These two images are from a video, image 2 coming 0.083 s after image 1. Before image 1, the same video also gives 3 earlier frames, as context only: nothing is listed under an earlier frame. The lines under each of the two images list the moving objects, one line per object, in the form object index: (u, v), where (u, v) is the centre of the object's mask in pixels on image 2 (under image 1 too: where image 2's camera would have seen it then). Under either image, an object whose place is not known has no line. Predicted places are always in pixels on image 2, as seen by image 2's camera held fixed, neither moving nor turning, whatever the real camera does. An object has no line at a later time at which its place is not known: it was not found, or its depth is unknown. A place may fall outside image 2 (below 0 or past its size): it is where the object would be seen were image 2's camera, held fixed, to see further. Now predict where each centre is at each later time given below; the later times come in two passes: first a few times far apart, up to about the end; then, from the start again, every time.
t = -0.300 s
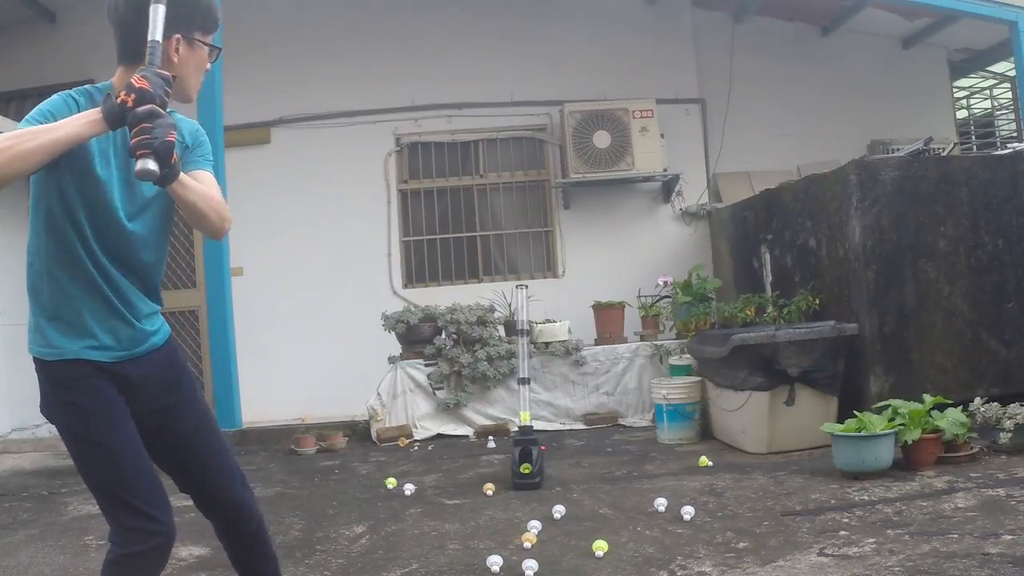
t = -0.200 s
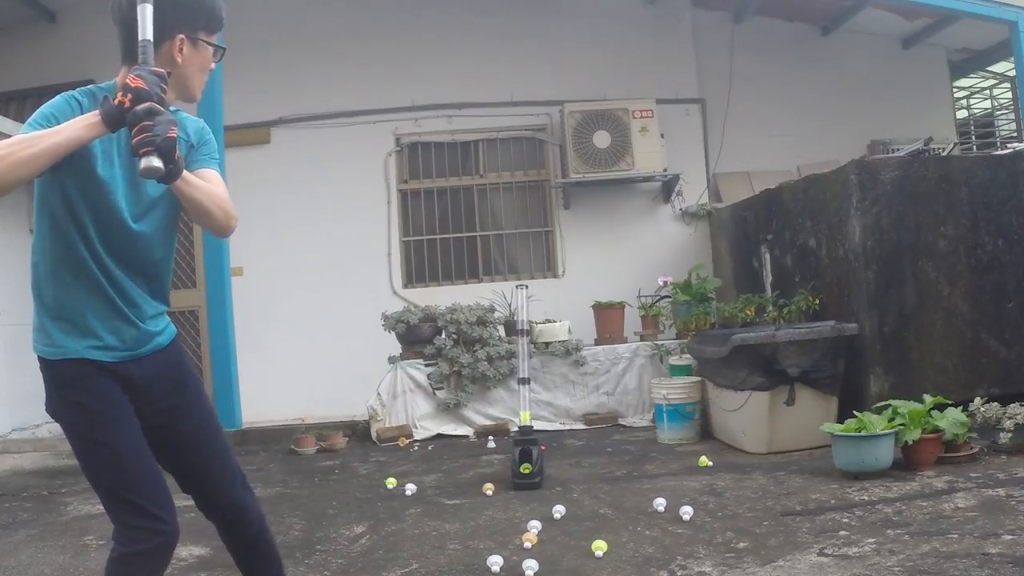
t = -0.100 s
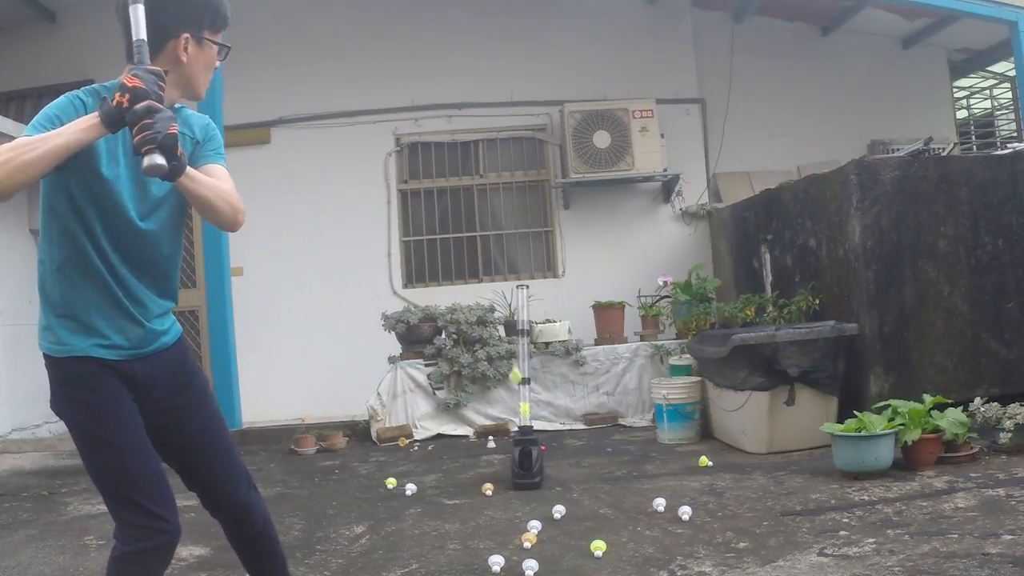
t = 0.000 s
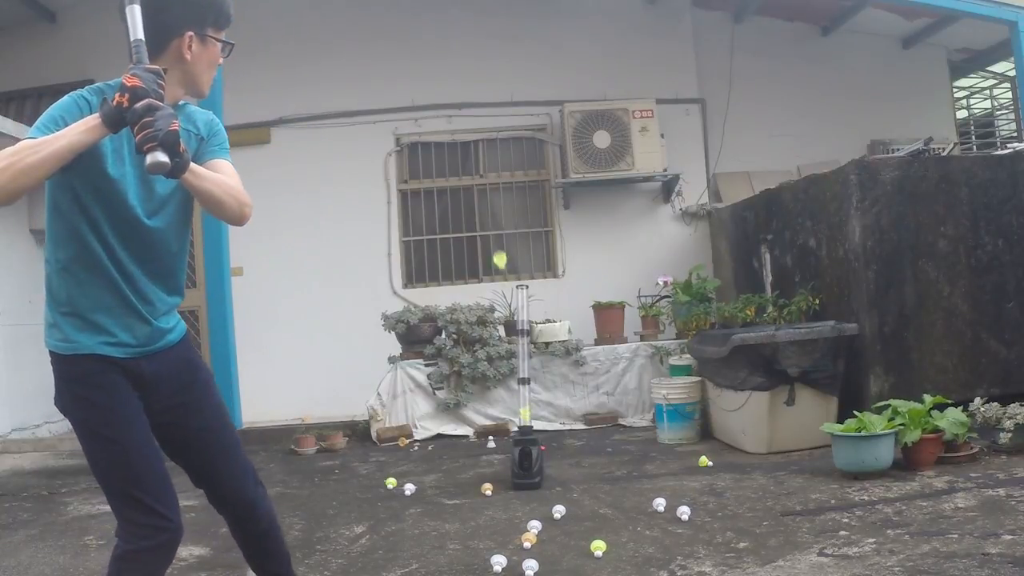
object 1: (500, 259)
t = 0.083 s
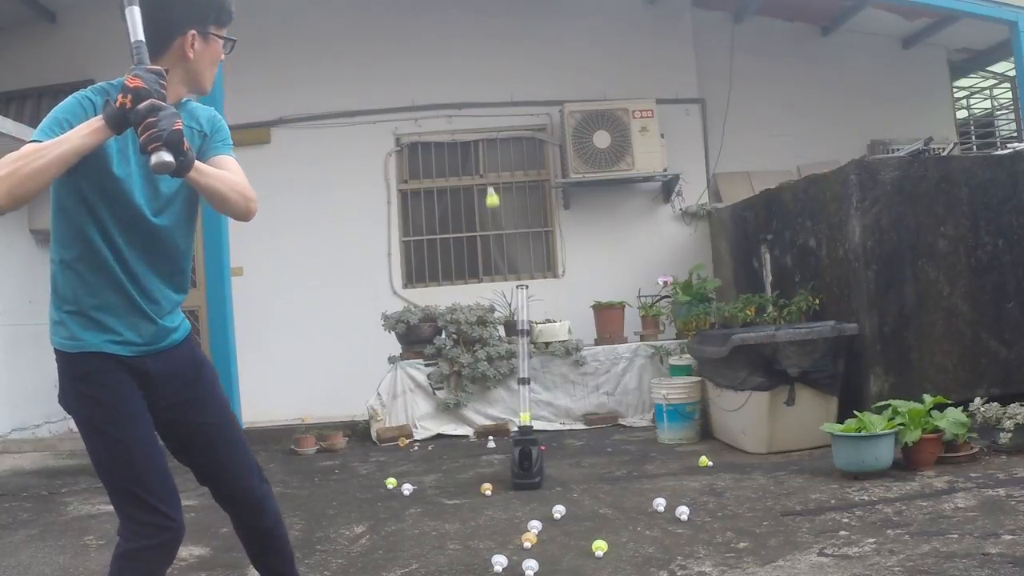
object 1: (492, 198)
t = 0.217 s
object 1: (479, 112)
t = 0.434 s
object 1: (471, 86)
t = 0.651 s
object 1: (464, 199)
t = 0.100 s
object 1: (491, 185)
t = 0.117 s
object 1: (489, 170)
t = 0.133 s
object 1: (487, 156)
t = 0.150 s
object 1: (485, 145)
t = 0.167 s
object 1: (483, 136)
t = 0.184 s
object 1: (481, 127)
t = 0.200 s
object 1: (480, 120)
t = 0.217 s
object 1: (479, 112)
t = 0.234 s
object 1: (477, 106)
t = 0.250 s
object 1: (476, 100)
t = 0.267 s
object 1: (475, 96)
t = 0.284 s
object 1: (475, 91)
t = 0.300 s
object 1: (474, 87)
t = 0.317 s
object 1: (473, 84)
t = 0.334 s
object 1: (473, 82)
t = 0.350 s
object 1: (472, 81)
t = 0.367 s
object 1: (472, 80)
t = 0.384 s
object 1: (472, 80)
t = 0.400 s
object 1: (472, 82)
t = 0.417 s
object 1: (472, 83)
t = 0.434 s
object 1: (471, 86)
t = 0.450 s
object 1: (471, 90)
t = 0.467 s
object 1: (471, 95)
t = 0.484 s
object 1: (470, 100)
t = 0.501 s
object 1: (471, 106)
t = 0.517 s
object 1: (471, 112)
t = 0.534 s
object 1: (471, 120)
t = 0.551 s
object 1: (471, 129)
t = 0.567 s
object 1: (470, 139)
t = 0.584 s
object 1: (470, 150)
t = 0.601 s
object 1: (469, 161)
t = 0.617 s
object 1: (468, 173)
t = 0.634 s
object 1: (466, 186)
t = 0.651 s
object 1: (464, 199)
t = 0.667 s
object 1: (462, 213)
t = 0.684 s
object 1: (462, 228)
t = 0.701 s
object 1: (462, 244)
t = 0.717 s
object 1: (463, 262)
